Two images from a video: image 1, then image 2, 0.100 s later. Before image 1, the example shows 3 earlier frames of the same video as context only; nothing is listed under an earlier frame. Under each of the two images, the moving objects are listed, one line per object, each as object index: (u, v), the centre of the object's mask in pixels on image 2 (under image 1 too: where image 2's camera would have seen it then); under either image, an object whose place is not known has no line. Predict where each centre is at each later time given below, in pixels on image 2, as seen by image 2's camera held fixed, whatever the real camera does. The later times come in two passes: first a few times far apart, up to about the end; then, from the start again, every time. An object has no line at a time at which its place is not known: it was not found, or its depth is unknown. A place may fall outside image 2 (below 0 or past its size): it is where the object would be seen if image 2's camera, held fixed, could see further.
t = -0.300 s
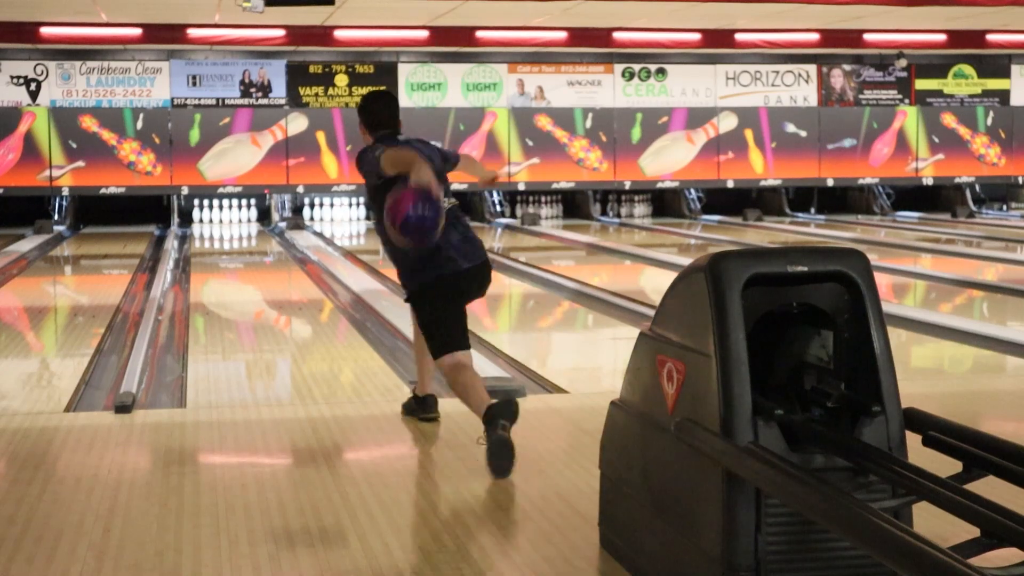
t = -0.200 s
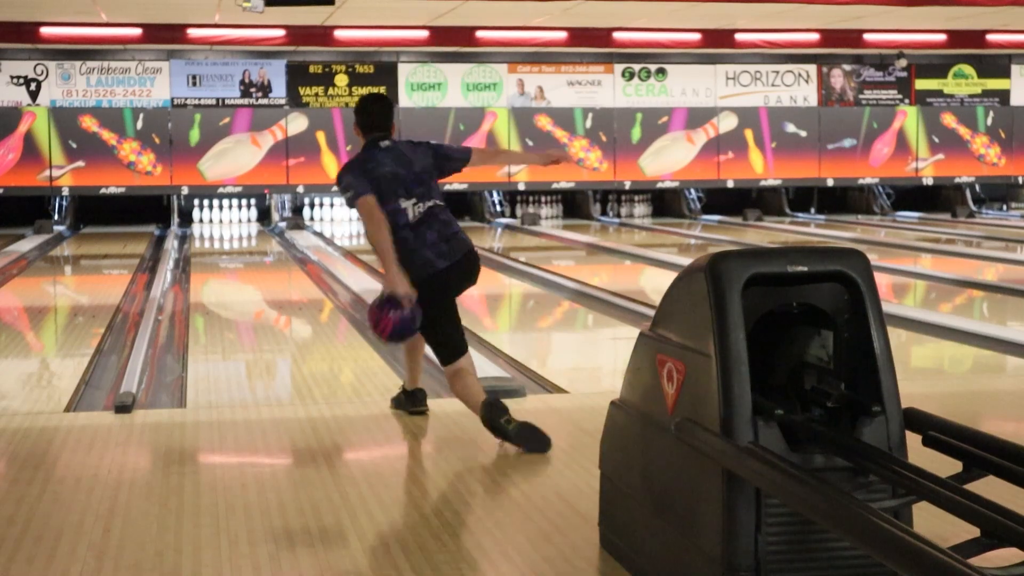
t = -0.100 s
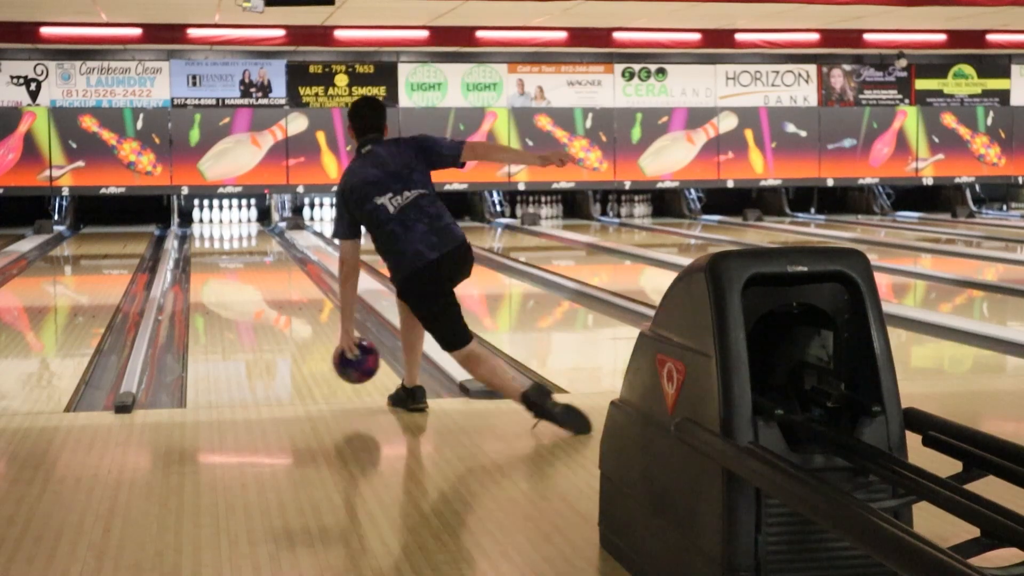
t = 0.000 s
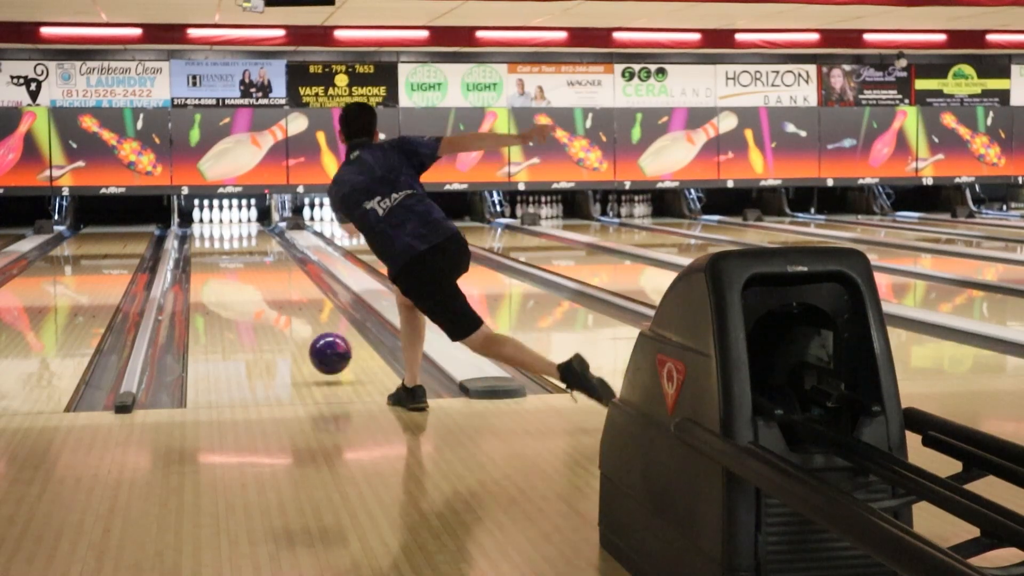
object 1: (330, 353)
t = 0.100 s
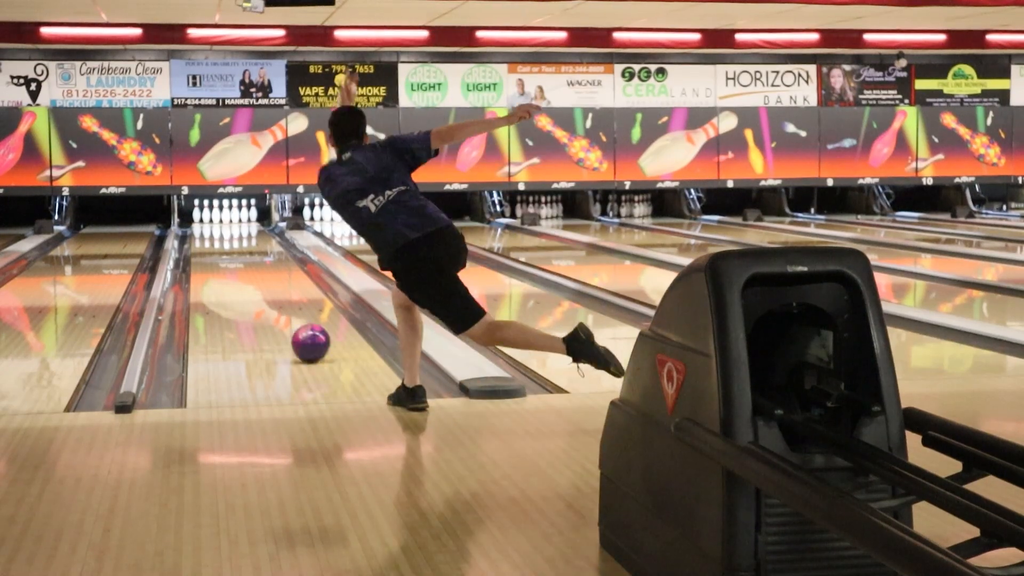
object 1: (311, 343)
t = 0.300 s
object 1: (281, 314)
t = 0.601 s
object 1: (251, 284)
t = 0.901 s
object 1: (232, 263)
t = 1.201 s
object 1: (220, 248)
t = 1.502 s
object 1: (211, 236)
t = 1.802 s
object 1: (208, 228)
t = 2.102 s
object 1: (215, 221)
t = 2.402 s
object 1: (221, 217)
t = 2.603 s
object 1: (223, 215)
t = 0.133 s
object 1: (305, 338)
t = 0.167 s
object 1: (299, 333)
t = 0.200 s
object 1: (294, 328)
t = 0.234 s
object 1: (290, 323)
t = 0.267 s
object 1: (285, 318)
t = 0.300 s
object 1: (281, 314)
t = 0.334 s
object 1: (277, 310)
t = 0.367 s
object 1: (273, 306)
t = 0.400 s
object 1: (270, 302)
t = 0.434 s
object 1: (266, 298)
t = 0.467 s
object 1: (263, 295)
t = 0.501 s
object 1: (260, 292)
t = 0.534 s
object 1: (257, 289)
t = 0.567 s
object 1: (254, 286)
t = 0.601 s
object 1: (251, 284)
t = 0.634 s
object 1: (249, 281)
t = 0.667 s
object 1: (246, 278)
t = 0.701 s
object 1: (244, 276)
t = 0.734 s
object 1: (242, 273)
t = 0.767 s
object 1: (240, 271)
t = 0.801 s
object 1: (238, 269)
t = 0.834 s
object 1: (236, 267)
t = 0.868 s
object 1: (234, 265)
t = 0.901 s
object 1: (232, 263)
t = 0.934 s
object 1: (230, 261)
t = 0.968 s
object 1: (229, 259)
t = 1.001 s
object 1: (227, 258)
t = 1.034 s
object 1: (226, 256)
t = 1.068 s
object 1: (224, 254)
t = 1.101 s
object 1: (223, 252)
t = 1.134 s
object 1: (222, 251)
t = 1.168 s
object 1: (221, 249)
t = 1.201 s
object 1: (220, 248)
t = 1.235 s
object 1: (218, 246)
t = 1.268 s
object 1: (217, 245)
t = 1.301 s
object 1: (216, 243)
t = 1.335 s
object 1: (215, 242)
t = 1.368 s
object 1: (214, 241)
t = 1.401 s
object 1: (213, 240)
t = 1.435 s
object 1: (213, 238)
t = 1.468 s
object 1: (212, 237)
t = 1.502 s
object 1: (211, 236)
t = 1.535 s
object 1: (210, 235)
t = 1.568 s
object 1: (209, 234)
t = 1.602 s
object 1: (209, 233)
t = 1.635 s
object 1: (208, 232)
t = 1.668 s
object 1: (208, 231)
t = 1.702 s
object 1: (208, 230)
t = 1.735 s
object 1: (208, 229)
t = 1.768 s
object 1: (208, 229)
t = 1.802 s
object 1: (208, 228)
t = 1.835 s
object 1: (208, 227)
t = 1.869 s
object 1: (209, 226)
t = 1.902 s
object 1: (209, 225)
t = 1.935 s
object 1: (210, 224)
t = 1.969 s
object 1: (211, 224)
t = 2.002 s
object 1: (211, 223)
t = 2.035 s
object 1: (213, 223)
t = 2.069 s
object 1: (214, 222)
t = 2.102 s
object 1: (215, 221)
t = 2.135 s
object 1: (216, 221)
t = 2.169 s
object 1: (217, 220)
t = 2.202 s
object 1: (218, 219)
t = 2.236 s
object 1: (219, 218)
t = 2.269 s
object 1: (220, 218)
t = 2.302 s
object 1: (219, 218)
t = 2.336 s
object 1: (221, 217)
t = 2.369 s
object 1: (221, 217)
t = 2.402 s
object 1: (221, 217)
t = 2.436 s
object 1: (221, 216)
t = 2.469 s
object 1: (221, 216)
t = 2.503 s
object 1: (222, 216)
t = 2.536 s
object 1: (223, 216)
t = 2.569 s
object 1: (223, 216)
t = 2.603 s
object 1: (223, 215)
